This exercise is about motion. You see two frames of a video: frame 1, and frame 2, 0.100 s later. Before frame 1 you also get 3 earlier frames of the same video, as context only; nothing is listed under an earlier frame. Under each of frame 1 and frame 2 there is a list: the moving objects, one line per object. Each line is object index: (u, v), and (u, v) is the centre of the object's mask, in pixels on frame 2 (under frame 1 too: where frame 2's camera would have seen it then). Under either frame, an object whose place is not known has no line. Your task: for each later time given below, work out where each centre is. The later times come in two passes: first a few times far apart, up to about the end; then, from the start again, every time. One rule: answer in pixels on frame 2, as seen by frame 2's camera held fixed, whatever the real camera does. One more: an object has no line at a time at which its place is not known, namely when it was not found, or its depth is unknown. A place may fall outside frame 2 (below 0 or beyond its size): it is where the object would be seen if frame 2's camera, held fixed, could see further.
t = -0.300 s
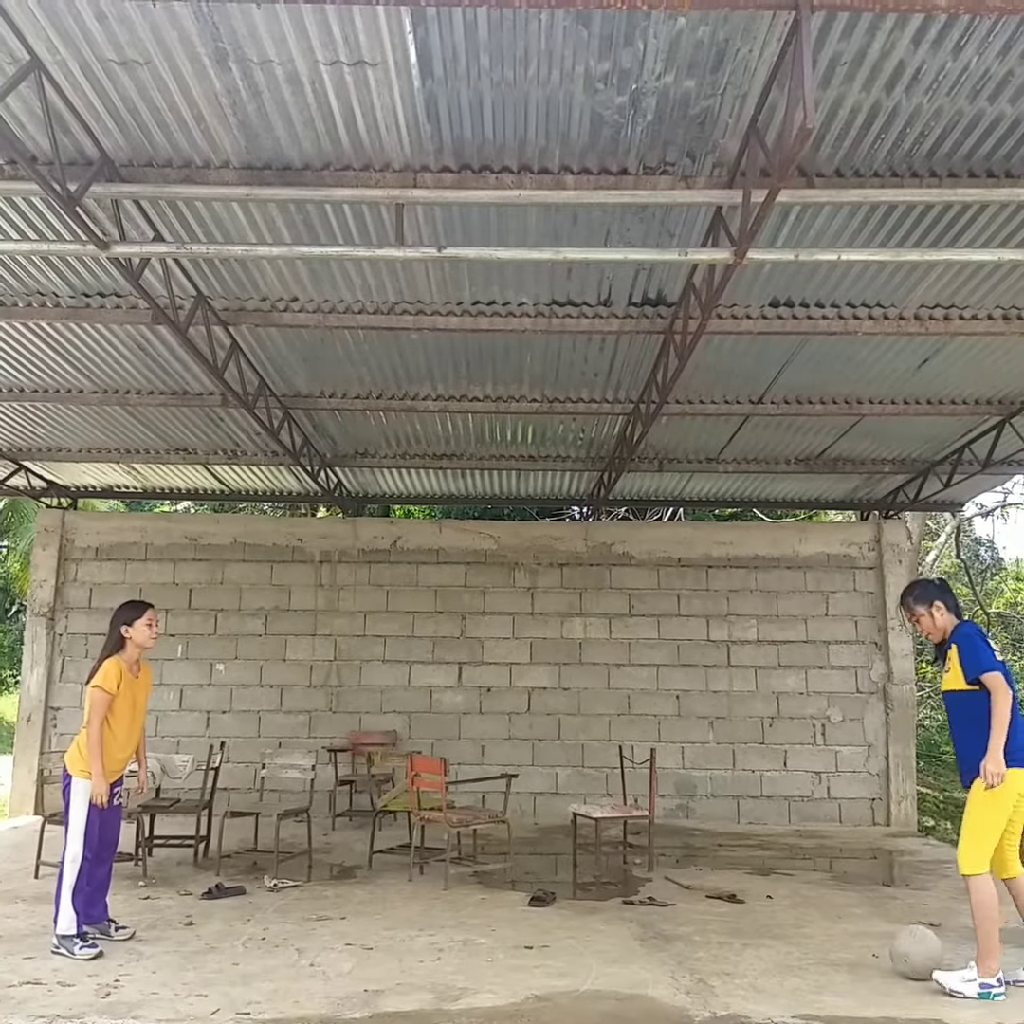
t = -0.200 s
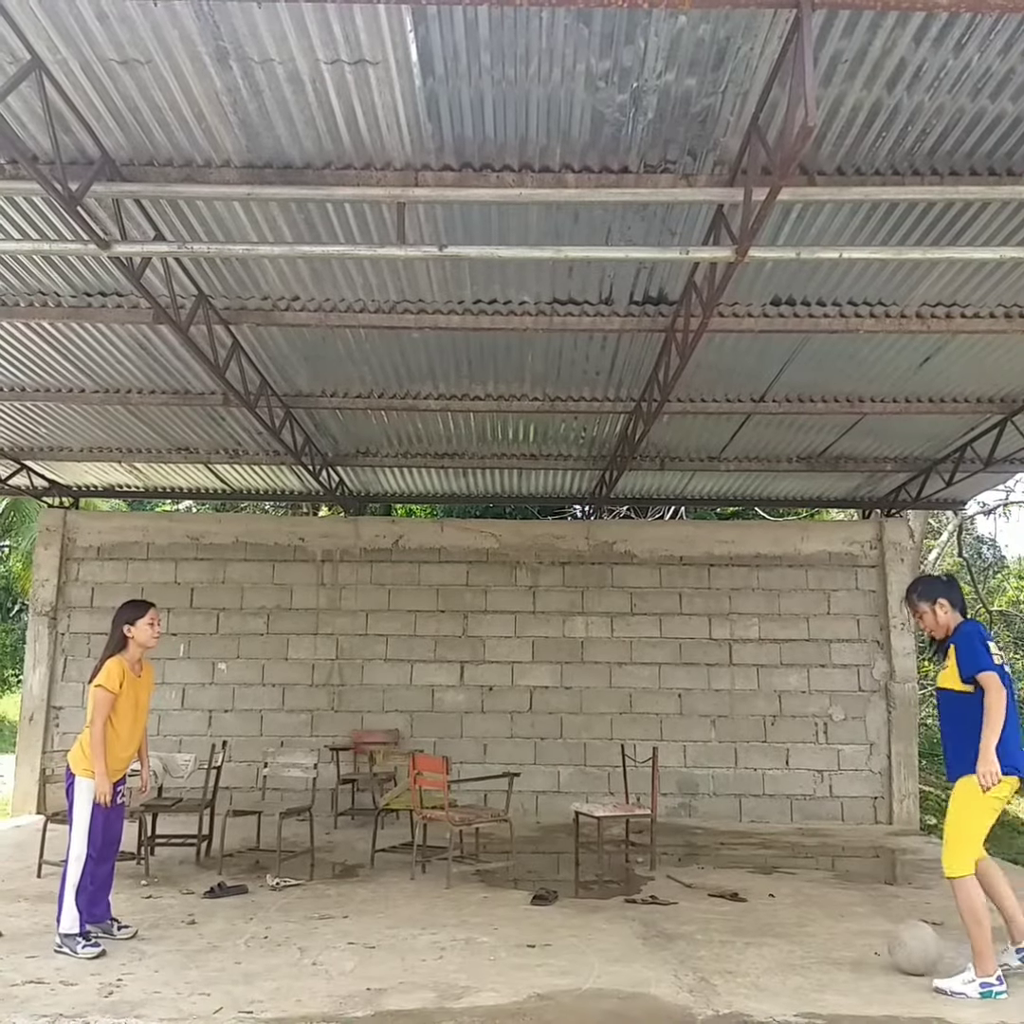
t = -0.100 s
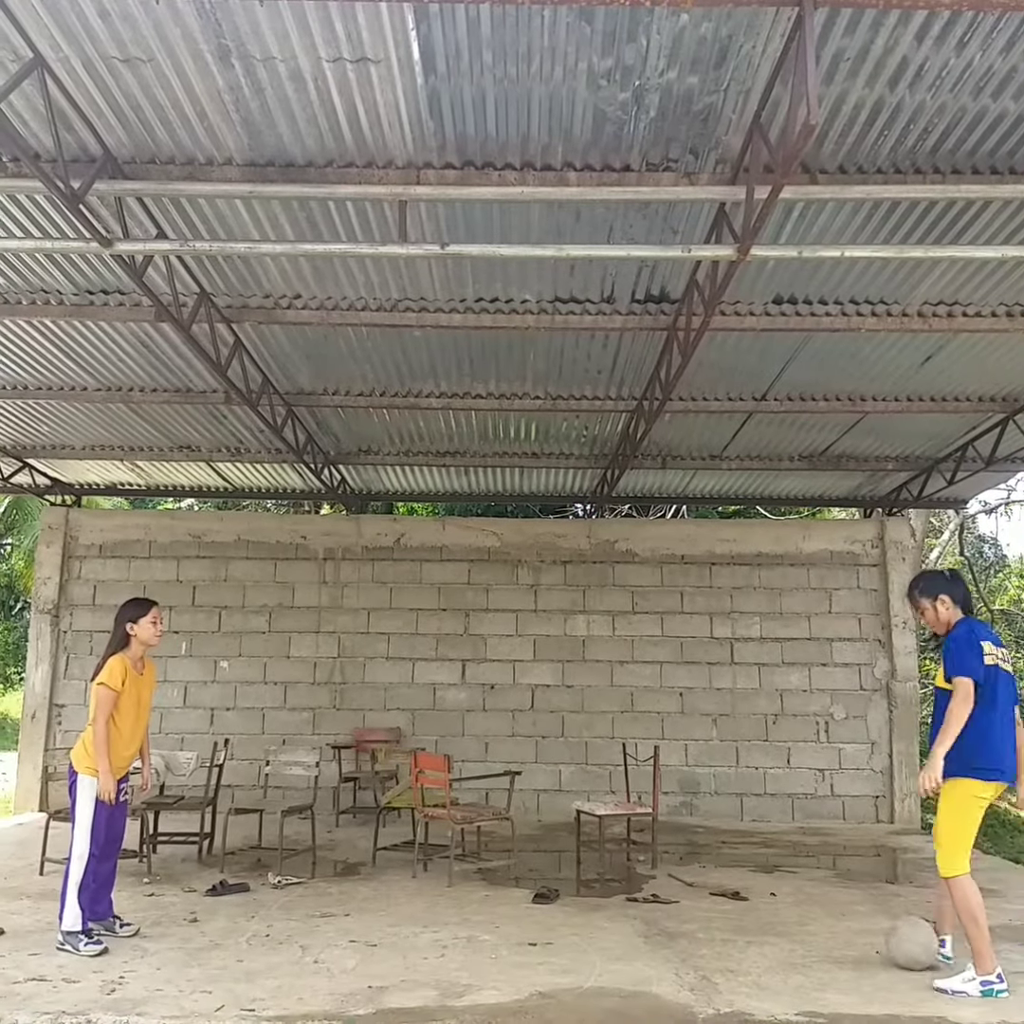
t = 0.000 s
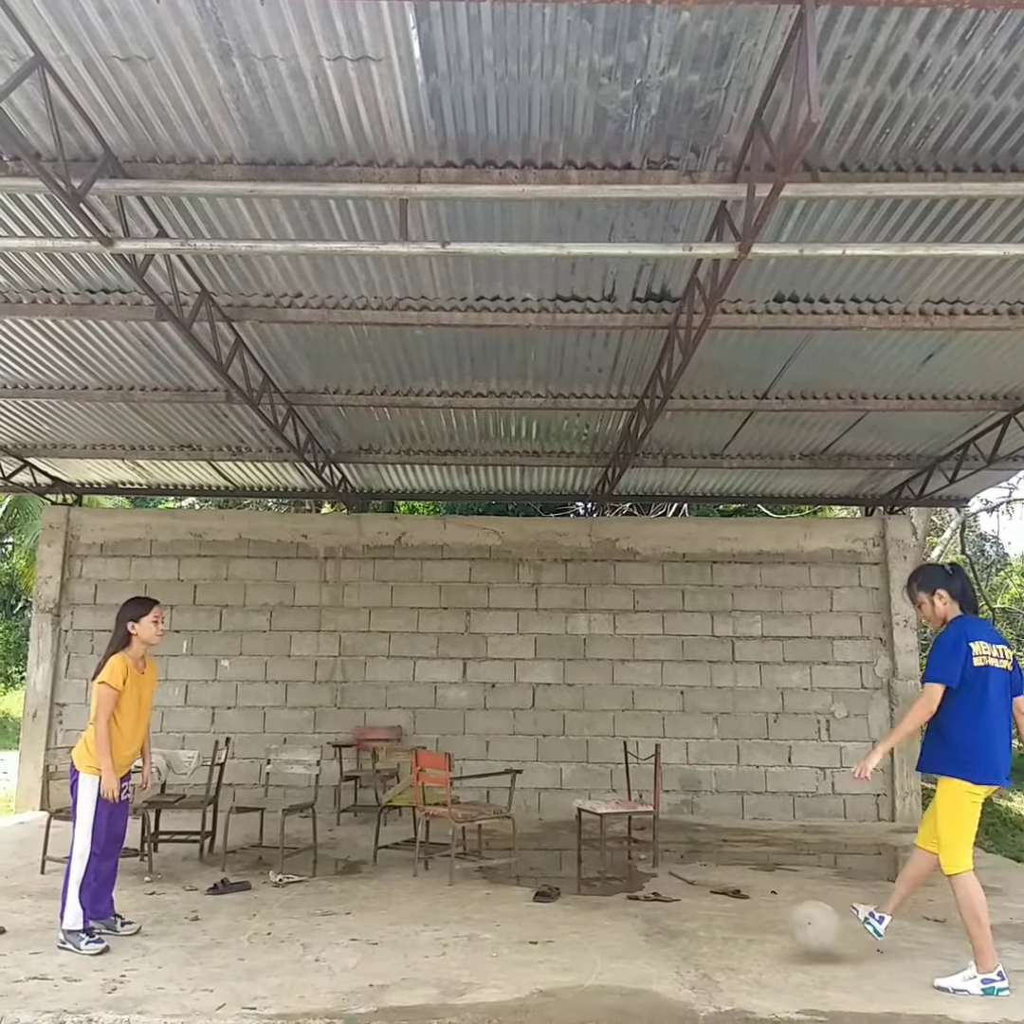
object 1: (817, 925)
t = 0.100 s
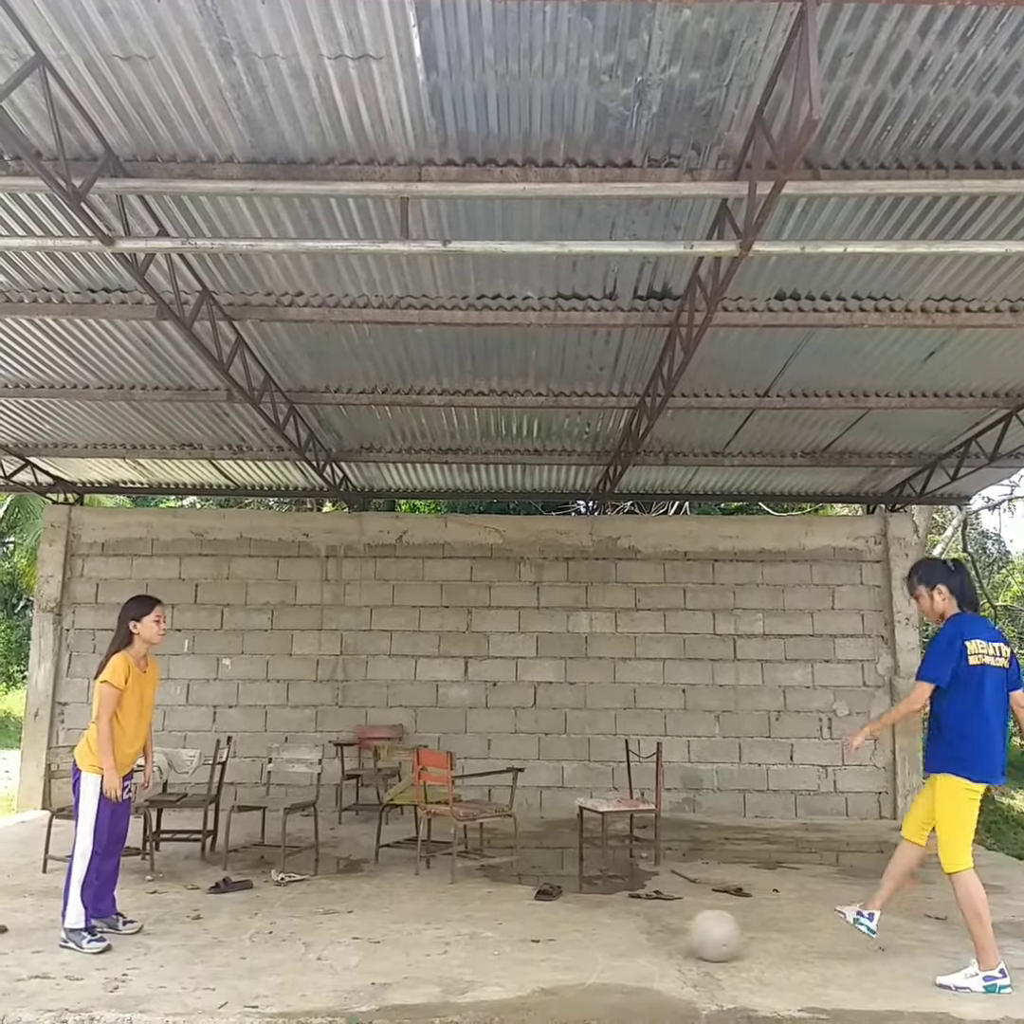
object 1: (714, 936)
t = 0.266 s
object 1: (593, 929)
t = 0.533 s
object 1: (440, 928)
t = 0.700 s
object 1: (356, 928)
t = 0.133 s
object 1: (688, 932)
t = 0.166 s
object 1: (666, 929)
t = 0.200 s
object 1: (640, 923)
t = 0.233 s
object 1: (618, 926)
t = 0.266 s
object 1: (593, 929)
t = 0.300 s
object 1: (567, 932)
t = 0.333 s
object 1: (549, 931)
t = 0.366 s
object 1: (532, 930)
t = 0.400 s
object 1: (513, 926)
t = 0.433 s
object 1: (494, 929)
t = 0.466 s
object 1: (475, 932)
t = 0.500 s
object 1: (457, 930)
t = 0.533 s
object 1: (440, 928)
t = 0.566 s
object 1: (424, 927)
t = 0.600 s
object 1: (406, 930)
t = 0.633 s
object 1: (389, 931)
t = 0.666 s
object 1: (374, 928)
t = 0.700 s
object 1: (356, 928)
